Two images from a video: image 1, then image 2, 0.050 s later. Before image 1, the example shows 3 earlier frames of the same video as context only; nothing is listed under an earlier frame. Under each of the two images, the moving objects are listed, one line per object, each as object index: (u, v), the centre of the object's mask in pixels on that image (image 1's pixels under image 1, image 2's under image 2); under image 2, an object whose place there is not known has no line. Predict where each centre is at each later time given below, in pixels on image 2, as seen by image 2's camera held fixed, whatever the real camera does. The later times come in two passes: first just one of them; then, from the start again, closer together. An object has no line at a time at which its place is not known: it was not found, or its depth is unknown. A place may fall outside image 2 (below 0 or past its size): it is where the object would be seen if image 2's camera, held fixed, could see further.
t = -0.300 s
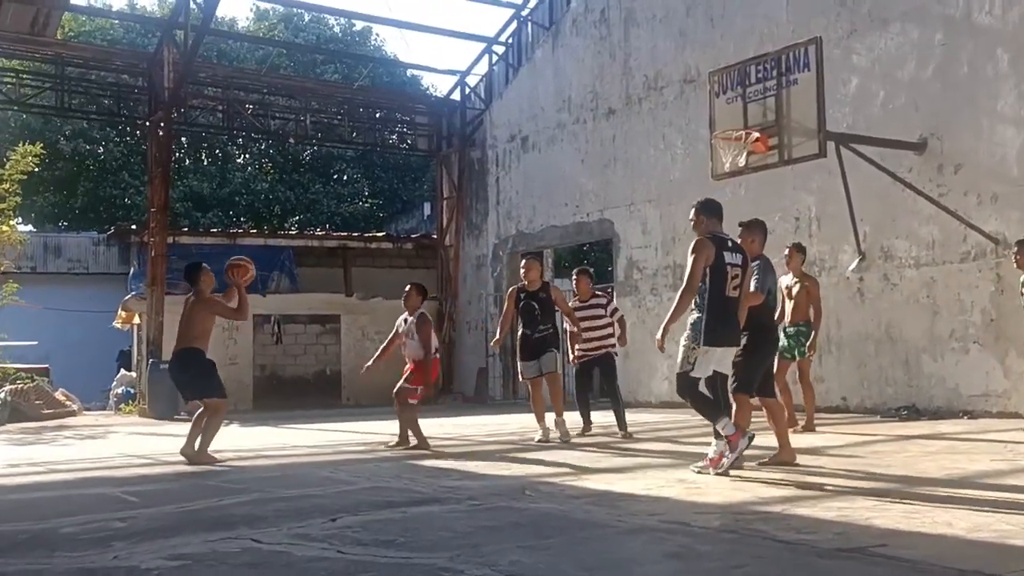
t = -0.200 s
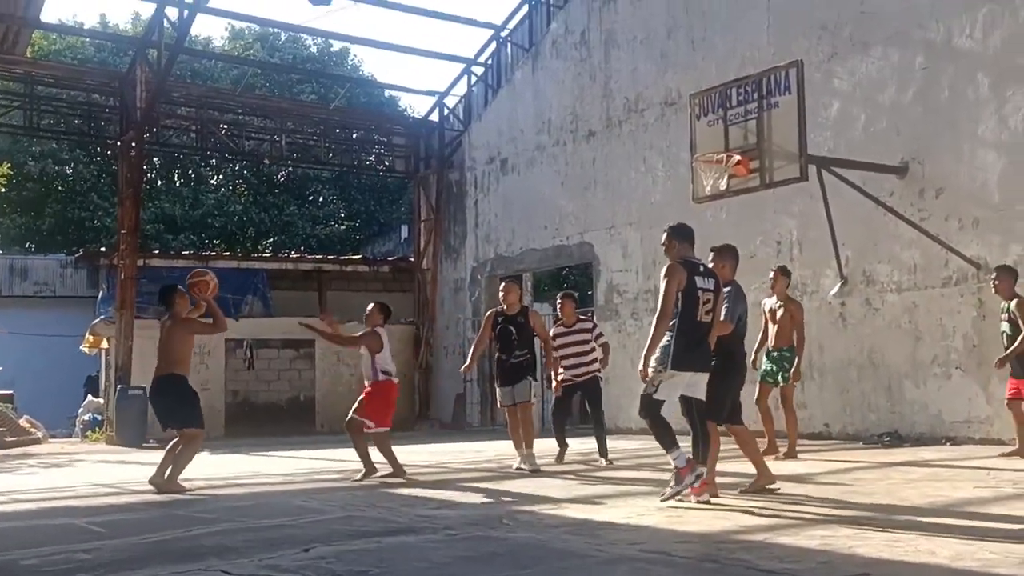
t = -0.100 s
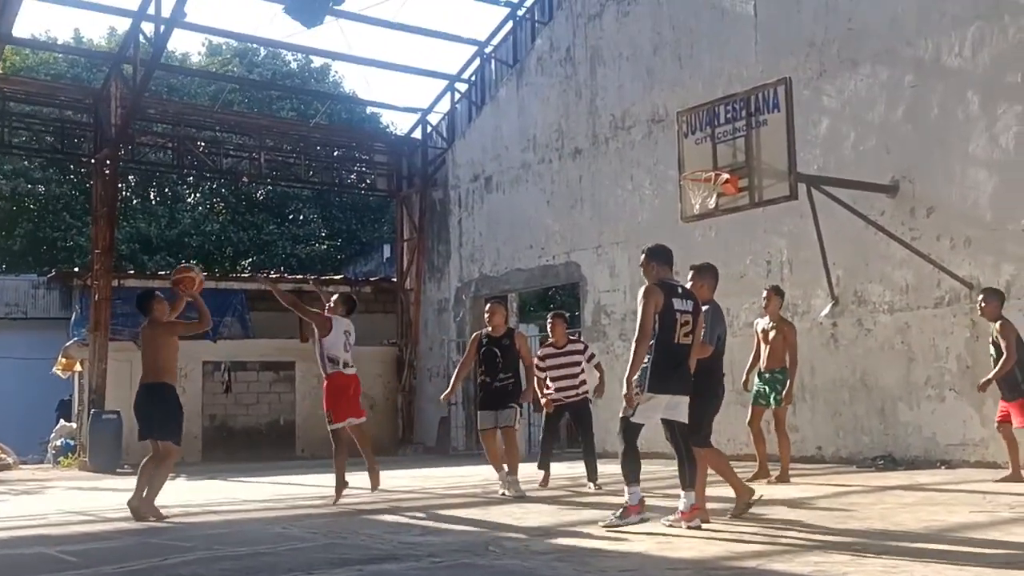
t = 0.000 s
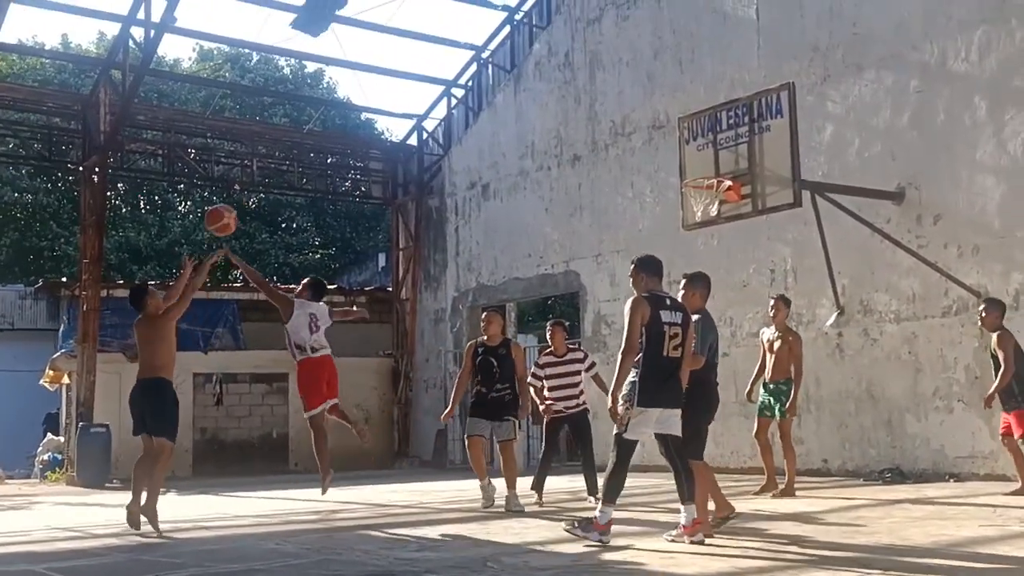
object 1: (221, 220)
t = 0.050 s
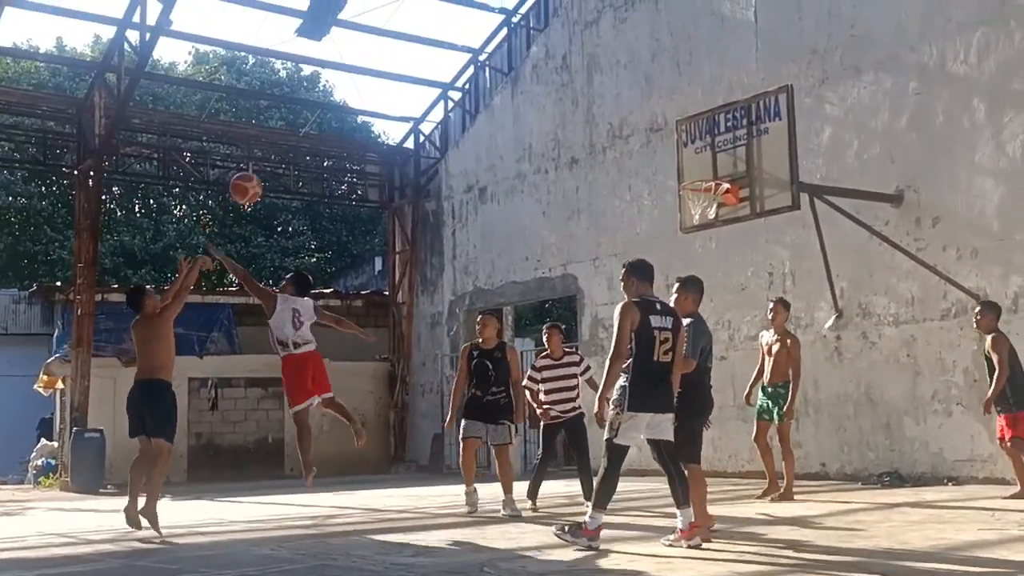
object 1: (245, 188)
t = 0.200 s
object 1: (330, 105)
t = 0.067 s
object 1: (254, 179)
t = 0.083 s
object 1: (264, 170)
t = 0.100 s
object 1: (273, 161)
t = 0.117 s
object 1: (283, 151)
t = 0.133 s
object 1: (292, 141)
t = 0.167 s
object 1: (310, 124)
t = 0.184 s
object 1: (319, 115)
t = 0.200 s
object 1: (330, 105)
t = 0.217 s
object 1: (337, 97)
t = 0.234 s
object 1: (346, 90)
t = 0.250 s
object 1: (354, 84)
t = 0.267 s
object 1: (363, 78)
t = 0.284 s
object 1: (371, 73)
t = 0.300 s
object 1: (379, 66)
